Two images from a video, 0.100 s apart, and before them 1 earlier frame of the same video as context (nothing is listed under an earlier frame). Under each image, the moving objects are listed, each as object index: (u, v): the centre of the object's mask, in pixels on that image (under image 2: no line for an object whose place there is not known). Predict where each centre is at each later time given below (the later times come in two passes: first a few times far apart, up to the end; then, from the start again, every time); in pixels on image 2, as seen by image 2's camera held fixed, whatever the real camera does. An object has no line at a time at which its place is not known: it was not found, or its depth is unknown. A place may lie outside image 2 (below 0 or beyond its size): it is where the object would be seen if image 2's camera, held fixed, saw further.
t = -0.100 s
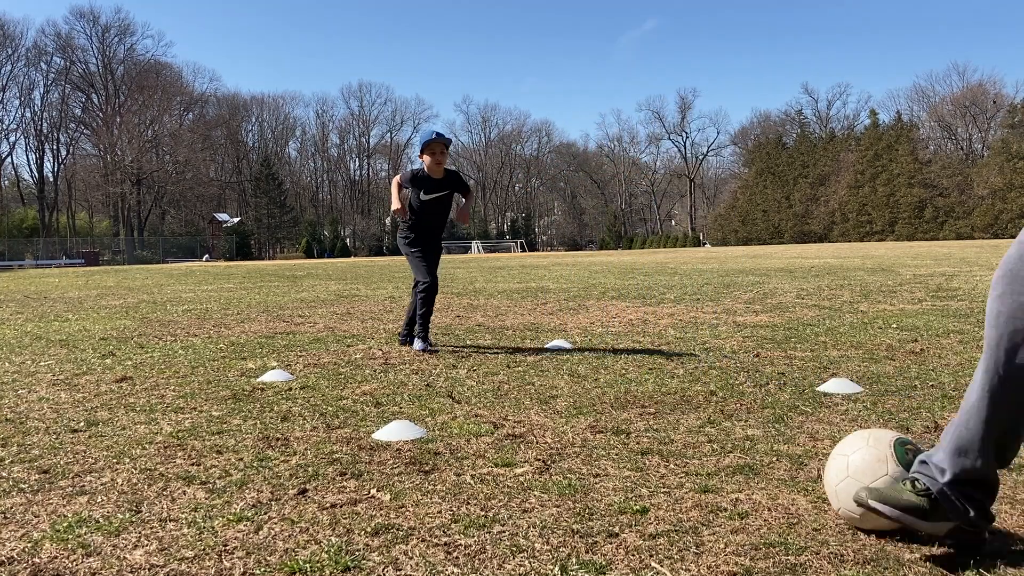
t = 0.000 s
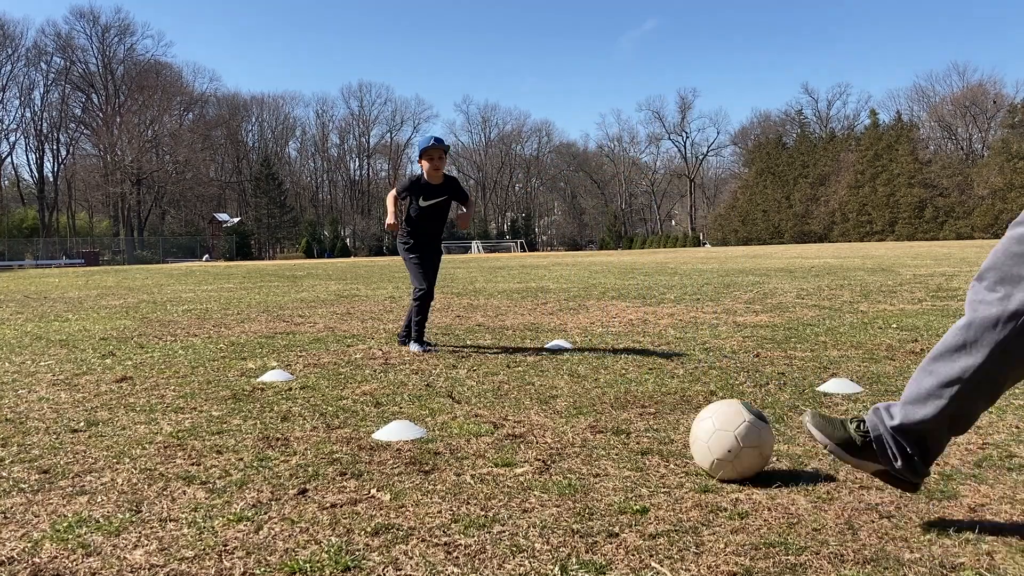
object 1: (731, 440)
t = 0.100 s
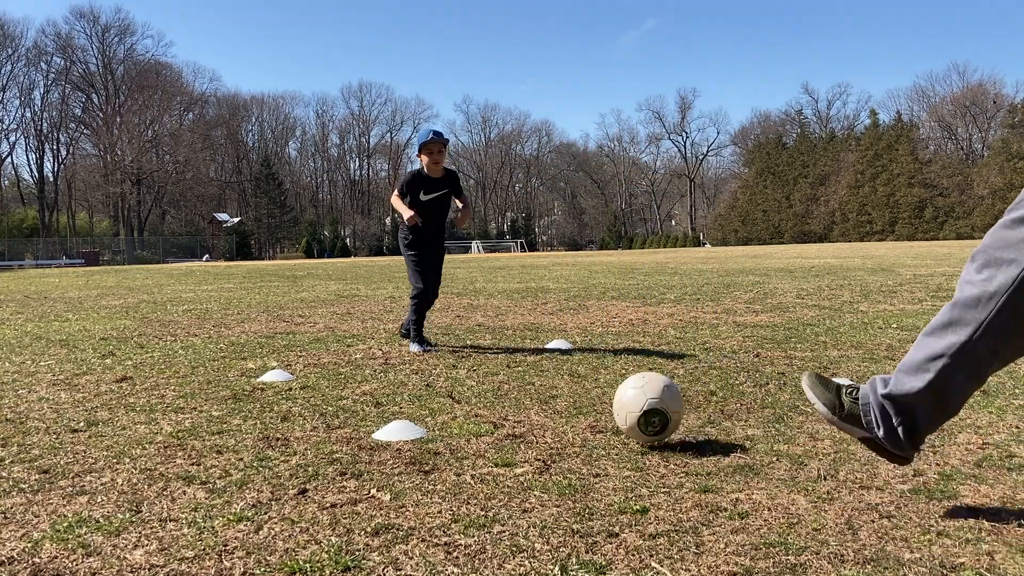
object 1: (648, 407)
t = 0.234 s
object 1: (576, 383)
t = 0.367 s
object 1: (526, 381)
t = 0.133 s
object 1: (625, 405)
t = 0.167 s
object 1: (606, 402)
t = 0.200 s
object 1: (590, 391)
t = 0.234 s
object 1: (576, 383)
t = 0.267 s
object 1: (562, 378)
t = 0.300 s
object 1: (549, 377)
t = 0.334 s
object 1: (537, 378)
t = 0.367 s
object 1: (526, 381)
